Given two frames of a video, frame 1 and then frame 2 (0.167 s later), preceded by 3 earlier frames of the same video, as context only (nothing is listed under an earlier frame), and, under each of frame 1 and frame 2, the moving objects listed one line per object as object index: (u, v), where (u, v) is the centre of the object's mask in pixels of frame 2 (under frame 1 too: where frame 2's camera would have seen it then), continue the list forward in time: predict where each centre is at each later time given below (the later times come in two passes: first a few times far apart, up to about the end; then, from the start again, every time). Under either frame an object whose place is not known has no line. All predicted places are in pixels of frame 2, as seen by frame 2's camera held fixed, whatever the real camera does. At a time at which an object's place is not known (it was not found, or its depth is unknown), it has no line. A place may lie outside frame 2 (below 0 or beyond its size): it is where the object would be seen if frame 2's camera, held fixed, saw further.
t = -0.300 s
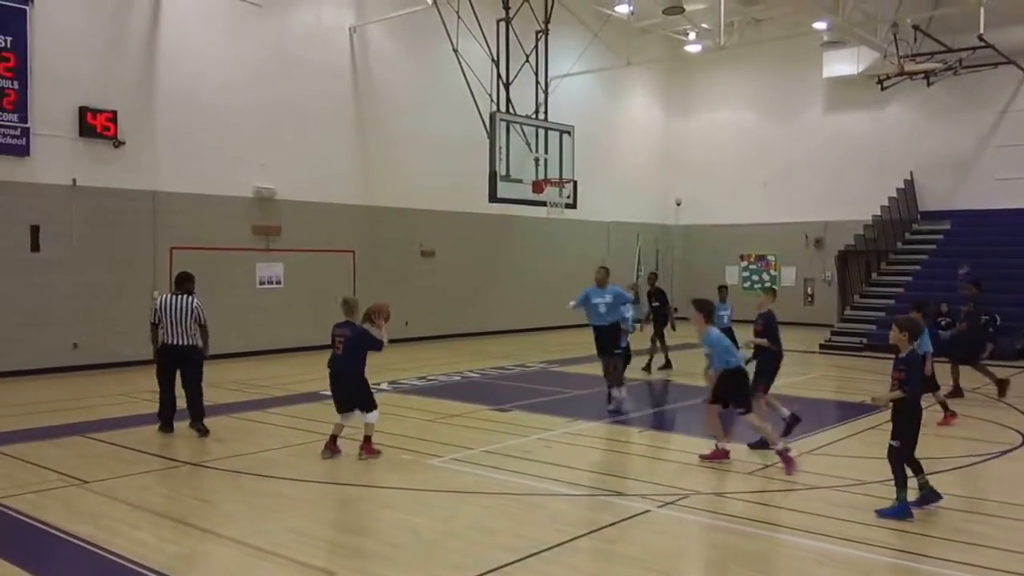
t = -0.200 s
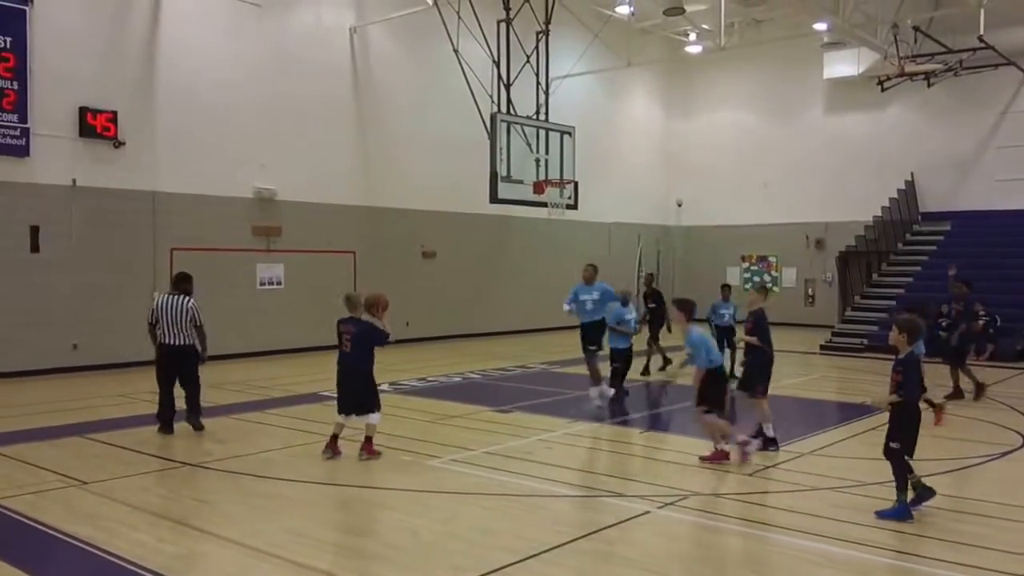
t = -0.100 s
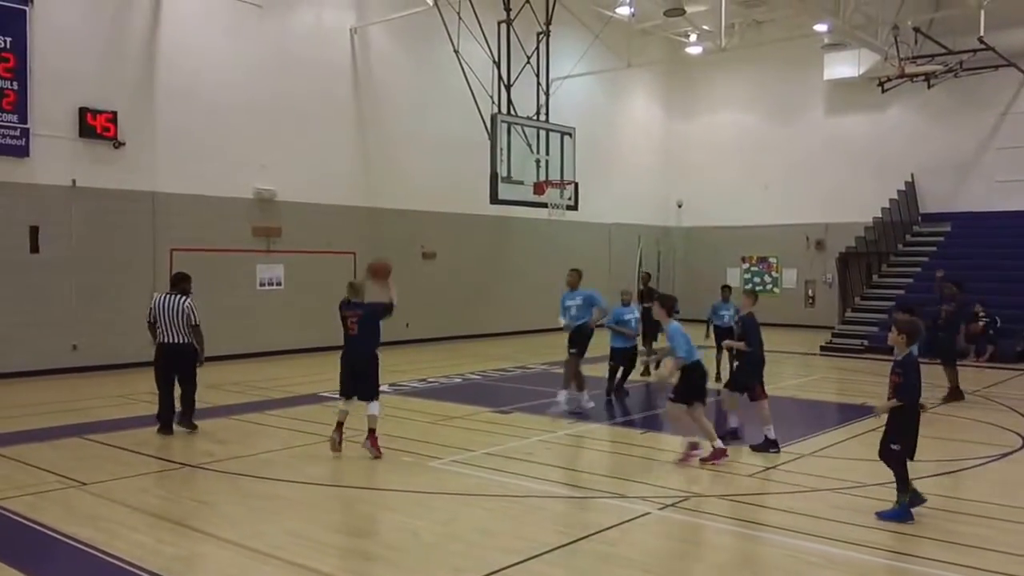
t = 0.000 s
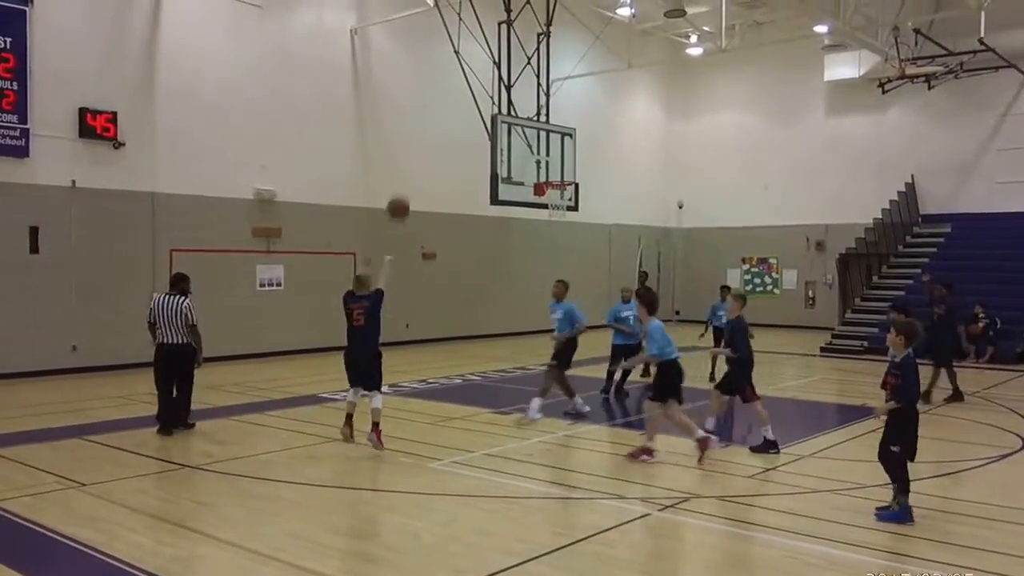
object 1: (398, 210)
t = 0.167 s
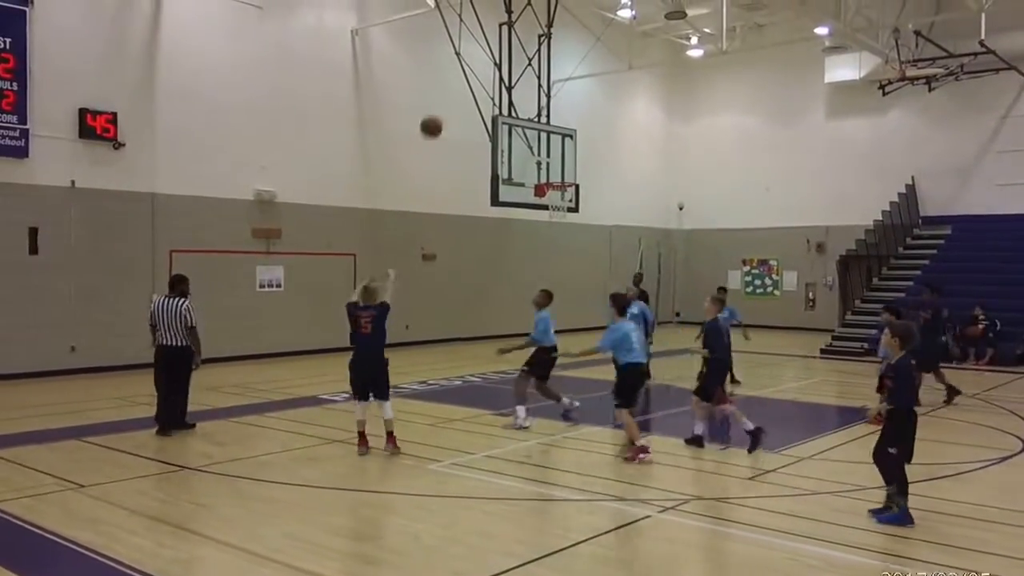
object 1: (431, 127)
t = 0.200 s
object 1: (437, 115)
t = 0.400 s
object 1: (471, 65)
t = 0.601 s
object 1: (500, 55)
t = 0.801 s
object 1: (524, 75)
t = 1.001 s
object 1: (546, 119)
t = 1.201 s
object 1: (565, 180)
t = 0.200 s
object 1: (437, 115)
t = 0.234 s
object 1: (443, 104)
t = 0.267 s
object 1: (449, 94)
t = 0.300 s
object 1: (455, 86)
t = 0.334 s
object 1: (460, 78)
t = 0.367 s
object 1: (466, 71)
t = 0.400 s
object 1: (471, 65)
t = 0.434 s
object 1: (477, 61)
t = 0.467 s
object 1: (481, 58)
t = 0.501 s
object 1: (486, 56)
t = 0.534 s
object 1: (491, 55)
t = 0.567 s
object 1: (496, 54)
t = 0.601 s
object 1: (500, 55)
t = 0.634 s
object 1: (503, 57)
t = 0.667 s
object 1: (509, 58)
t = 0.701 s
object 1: (513, 61)
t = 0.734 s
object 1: (517, 65)
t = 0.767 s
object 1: (521, 70)
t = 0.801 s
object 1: (524, 75)
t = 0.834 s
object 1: (528, 81)
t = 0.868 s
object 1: (532, 88)
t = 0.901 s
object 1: (536, 95)
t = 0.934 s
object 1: (539, 103)
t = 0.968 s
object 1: (543, 112)
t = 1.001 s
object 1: (546, 119)
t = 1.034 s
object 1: (550, 130)
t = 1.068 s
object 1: (553, 141)
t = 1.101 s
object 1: (556, 154)
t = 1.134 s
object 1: (557, 165)
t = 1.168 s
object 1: (563, 176)
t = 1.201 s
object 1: (565, 180)
